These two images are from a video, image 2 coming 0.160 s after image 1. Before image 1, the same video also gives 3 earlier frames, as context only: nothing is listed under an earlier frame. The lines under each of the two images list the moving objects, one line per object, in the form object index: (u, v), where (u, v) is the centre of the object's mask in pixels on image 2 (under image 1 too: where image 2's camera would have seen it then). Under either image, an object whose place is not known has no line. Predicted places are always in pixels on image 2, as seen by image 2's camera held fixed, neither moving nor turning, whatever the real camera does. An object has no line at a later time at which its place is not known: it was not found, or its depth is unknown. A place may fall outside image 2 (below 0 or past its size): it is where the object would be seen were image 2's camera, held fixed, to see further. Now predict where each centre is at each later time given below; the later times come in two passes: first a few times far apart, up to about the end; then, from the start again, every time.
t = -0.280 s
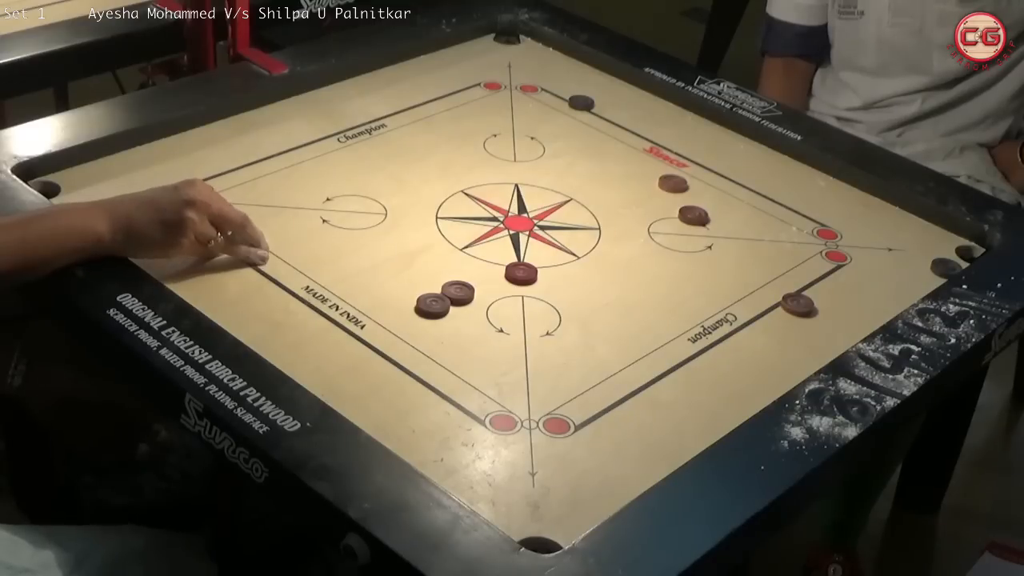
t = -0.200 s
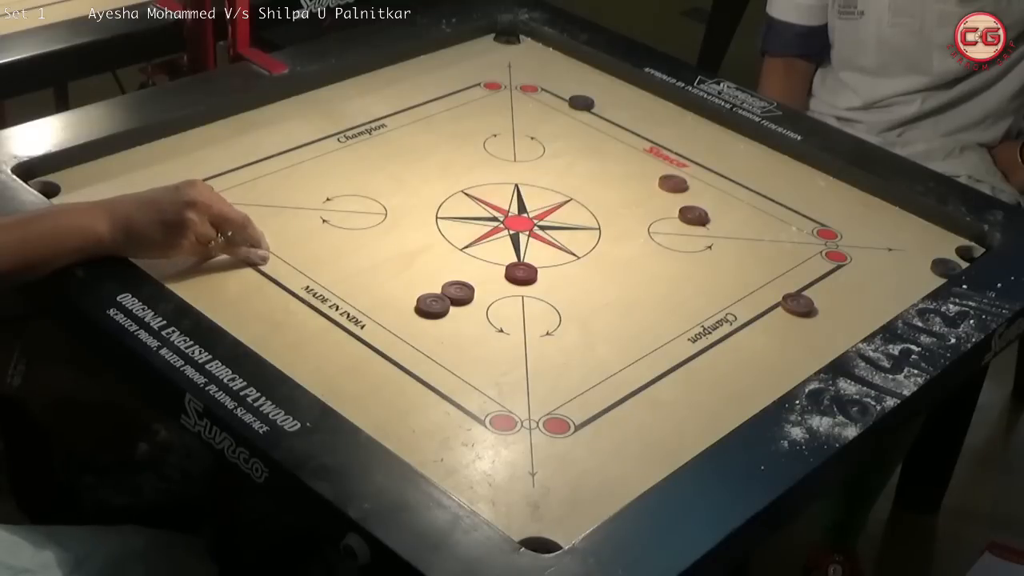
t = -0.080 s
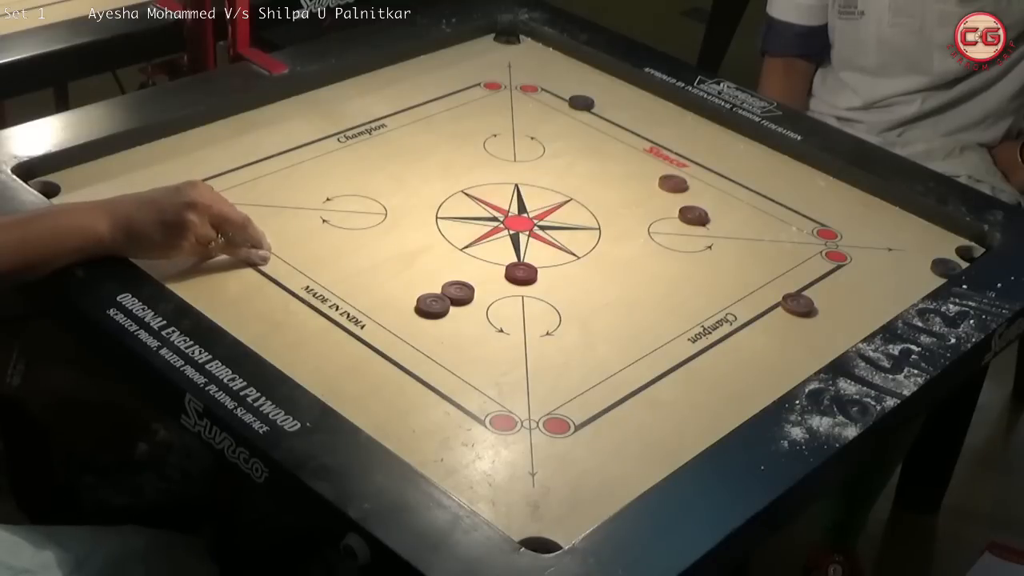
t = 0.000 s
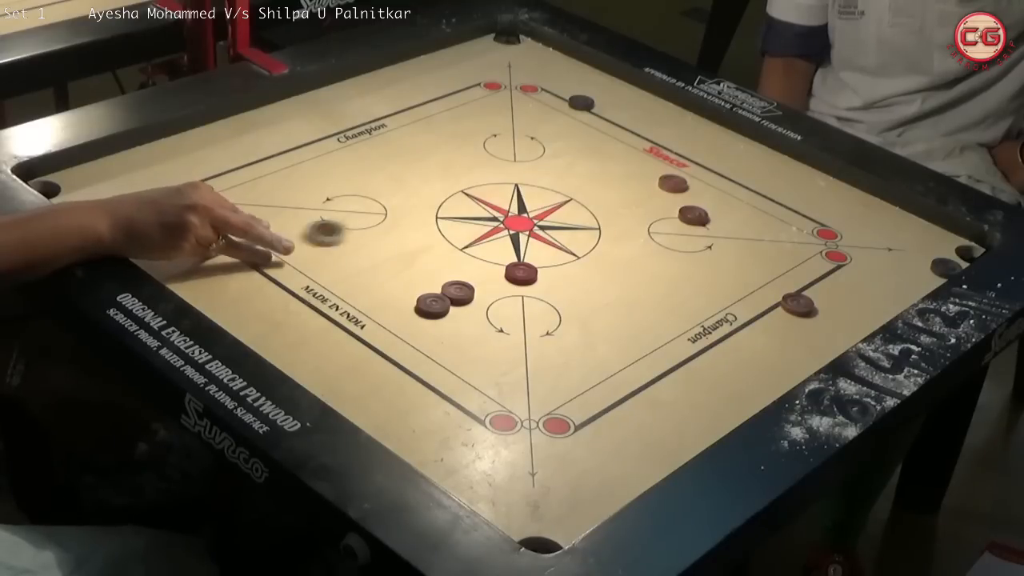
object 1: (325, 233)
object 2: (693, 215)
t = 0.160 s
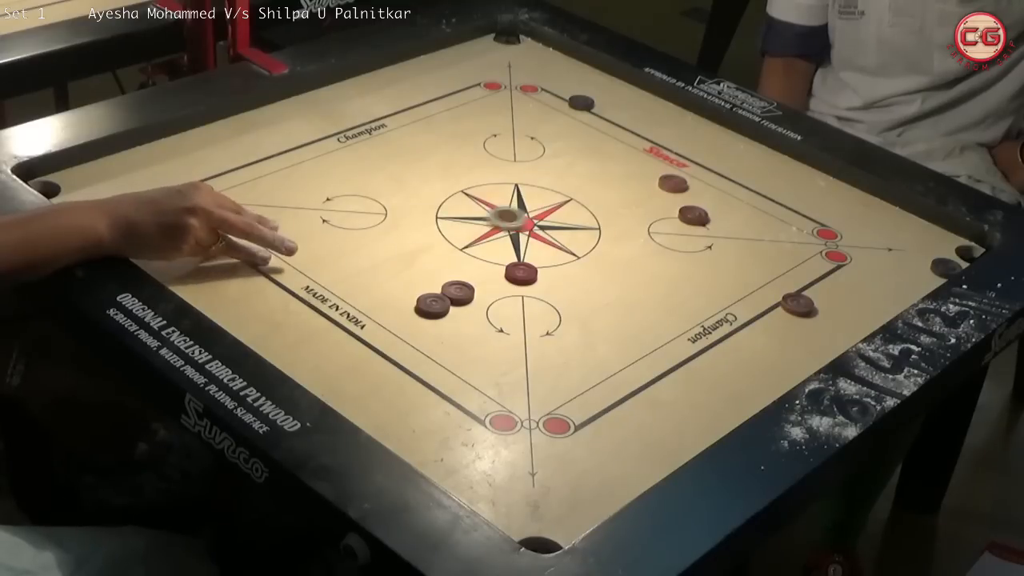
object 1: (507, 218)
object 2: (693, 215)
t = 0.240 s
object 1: (582, 213)
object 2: (693, 215)
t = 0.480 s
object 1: (713, 194)
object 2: (824, 237)
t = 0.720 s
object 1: (760, 183)
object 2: (940, 248)
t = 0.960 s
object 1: (768, 182)
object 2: (960, 249)
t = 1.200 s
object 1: (768, 182)
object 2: (961, 249)
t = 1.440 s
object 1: (768, 182)
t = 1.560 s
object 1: (768, 182)
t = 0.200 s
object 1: (546, 215)
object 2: (693, 215)
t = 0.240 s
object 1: (582, 213)
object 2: (693, 215)
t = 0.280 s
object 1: (618, 210)
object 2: (693, 215)
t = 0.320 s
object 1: (650, 208)
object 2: (693, 216)
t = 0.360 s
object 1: (671, 205)
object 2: (719, 220)
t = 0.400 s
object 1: (688, 201)
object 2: (756, 226)
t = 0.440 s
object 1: (701, 198)
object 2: (790, 231)
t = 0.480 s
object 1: (713, 194)
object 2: (824, 237)
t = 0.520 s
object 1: (724, 192)
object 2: (853, 242)
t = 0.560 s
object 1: (734, 189)
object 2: (880, 247)
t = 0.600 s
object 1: (743, 187)
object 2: (905, 251)
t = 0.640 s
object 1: (750, 185)
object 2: (925, 253)
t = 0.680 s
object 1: (756, 184)
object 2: (932, 250)
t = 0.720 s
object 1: (760, 183)
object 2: (940, 248)
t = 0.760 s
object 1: (764, 182)
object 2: (948, 248)
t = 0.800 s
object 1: (767, 182)
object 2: (954, 249)
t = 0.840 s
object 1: (768, 182)
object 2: (958, 249)
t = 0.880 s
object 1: (768, 182)
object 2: (959, 249)
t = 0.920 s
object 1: (768, 182)
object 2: (960, 249)
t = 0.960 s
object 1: (768, 182)
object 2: (960, 249)
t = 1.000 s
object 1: (768, 182)
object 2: (960, 249)
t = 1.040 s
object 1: (768, 182)
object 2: (960, 249)
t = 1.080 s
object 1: (768, 182)
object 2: (961, 249)
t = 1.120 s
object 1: (768, 182)
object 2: (961, 249)
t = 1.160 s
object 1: (768, 182)
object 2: (961, 249)
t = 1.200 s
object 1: (768, 182)
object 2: (961, 249)
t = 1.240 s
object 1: (768, 182)
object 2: (961, 249)
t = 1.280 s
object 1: (768, 182)
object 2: (962, 250)
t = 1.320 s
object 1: (768, 182)
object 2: (963, 250)
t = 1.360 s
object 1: (768, 182)
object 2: (966, 251)
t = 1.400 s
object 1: (768, 182)
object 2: (967, 253)
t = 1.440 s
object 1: (768, 182)
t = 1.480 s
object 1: (768, 182)
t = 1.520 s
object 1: (768, 182)
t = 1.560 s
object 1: (768, 182)
